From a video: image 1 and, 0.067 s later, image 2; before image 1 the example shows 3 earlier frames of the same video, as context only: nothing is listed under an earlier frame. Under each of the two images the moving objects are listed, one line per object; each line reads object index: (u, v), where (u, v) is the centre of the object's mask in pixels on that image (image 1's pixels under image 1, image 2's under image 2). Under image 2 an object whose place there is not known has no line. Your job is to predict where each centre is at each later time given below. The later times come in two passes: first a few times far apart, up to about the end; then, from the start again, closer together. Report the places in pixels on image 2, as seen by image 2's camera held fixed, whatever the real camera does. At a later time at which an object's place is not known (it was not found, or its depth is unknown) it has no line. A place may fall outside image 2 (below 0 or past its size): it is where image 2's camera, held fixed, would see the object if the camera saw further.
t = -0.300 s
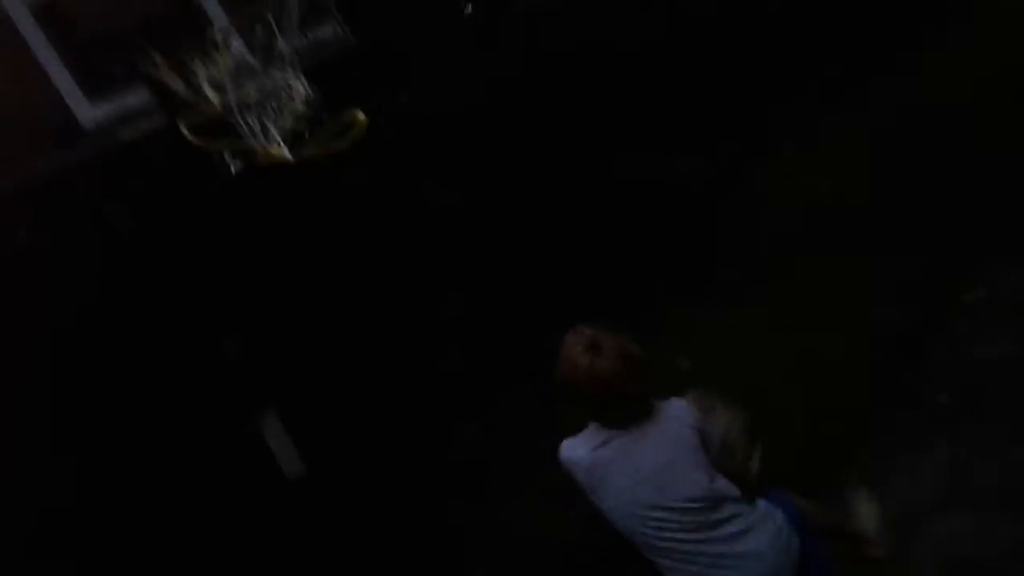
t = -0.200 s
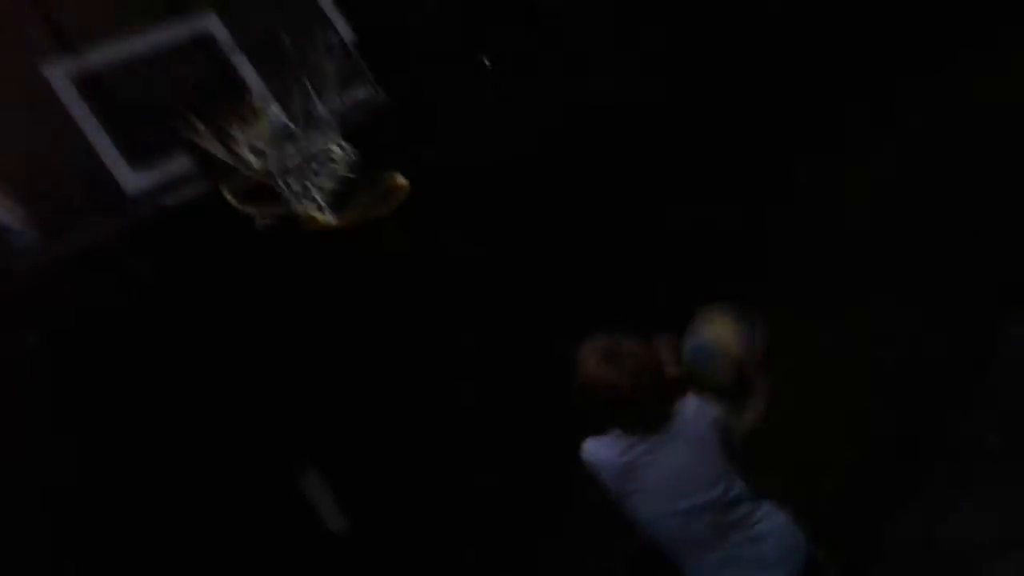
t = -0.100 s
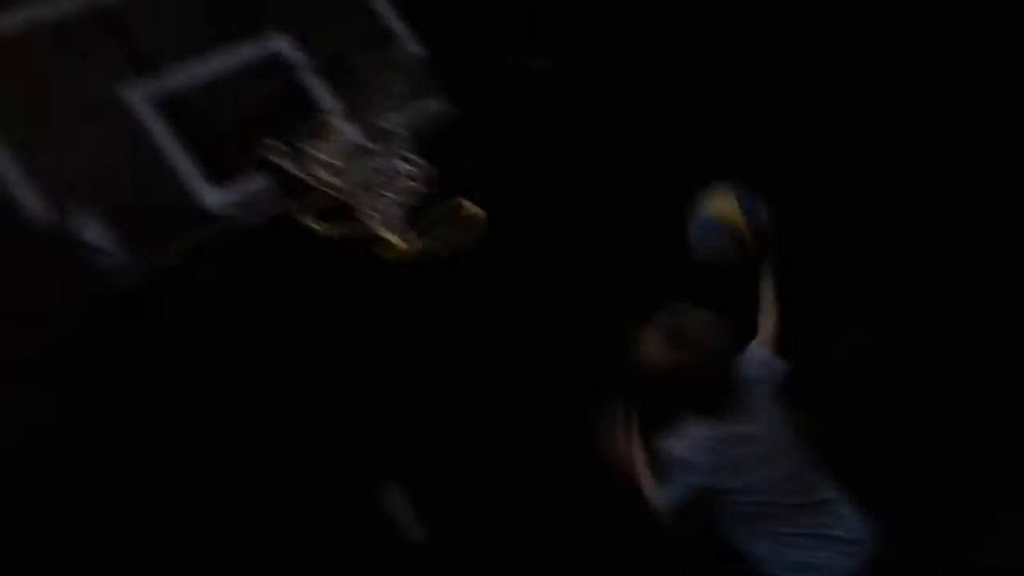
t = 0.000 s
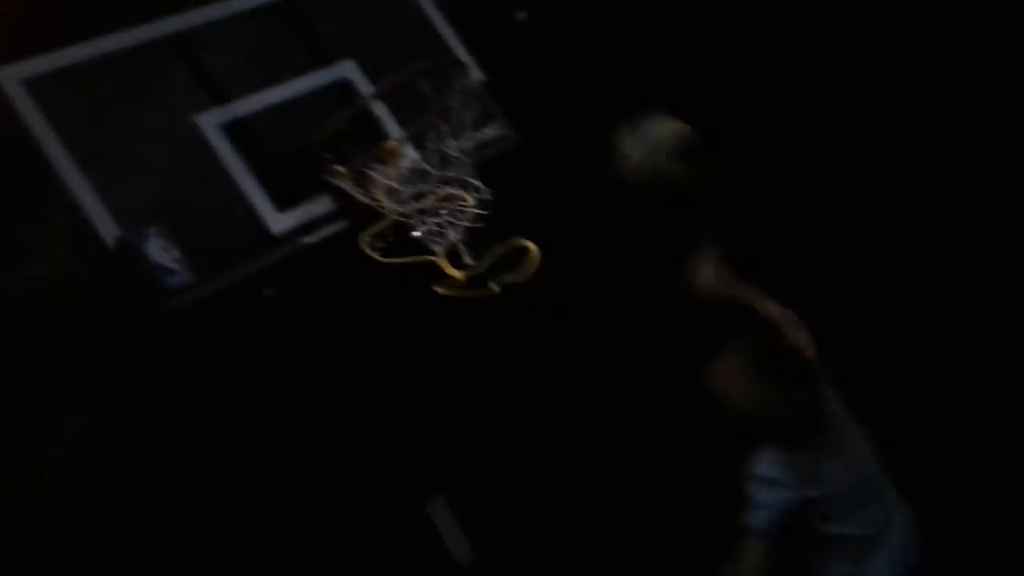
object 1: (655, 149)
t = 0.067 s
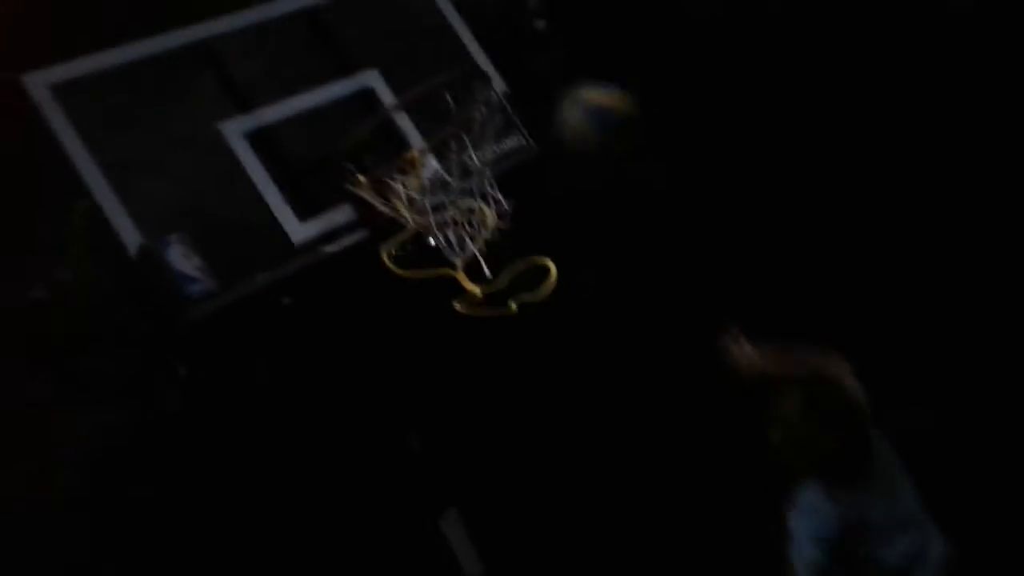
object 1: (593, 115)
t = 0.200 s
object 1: (466, 57)
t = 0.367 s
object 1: (373, 35)
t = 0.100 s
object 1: (554, 97)
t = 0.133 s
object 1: (526, 81)
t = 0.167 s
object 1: (499, 59)
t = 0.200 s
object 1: (466, 57)
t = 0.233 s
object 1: (440, 49)
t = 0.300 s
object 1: (389, 35)
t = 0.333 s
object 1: (376, 39)
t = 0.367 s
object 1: (373, 35)
